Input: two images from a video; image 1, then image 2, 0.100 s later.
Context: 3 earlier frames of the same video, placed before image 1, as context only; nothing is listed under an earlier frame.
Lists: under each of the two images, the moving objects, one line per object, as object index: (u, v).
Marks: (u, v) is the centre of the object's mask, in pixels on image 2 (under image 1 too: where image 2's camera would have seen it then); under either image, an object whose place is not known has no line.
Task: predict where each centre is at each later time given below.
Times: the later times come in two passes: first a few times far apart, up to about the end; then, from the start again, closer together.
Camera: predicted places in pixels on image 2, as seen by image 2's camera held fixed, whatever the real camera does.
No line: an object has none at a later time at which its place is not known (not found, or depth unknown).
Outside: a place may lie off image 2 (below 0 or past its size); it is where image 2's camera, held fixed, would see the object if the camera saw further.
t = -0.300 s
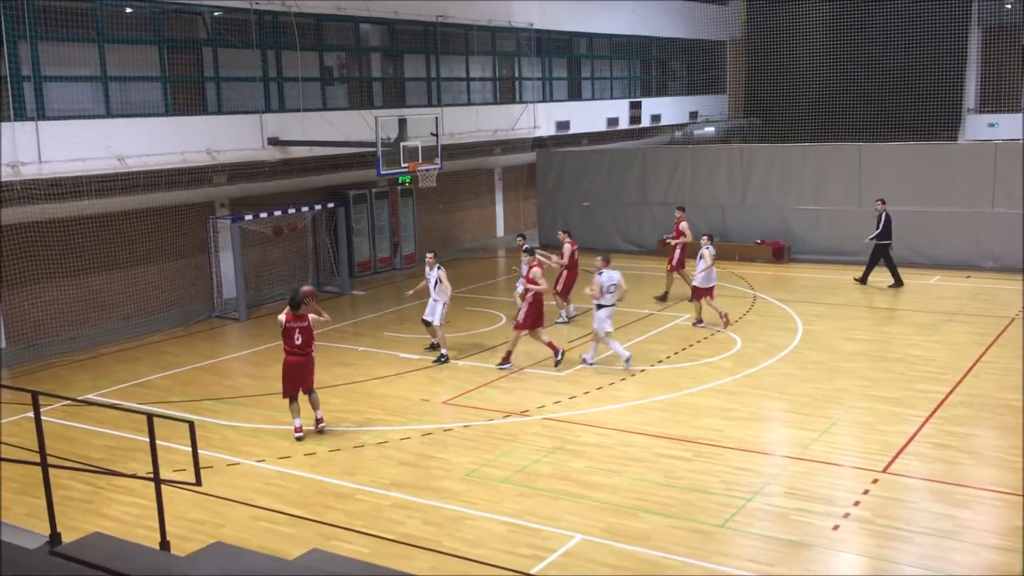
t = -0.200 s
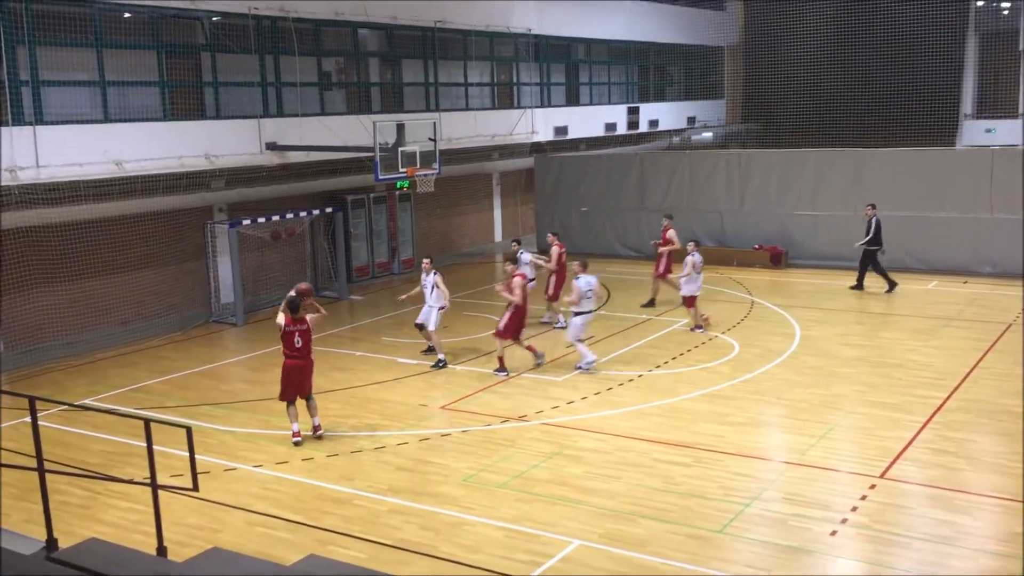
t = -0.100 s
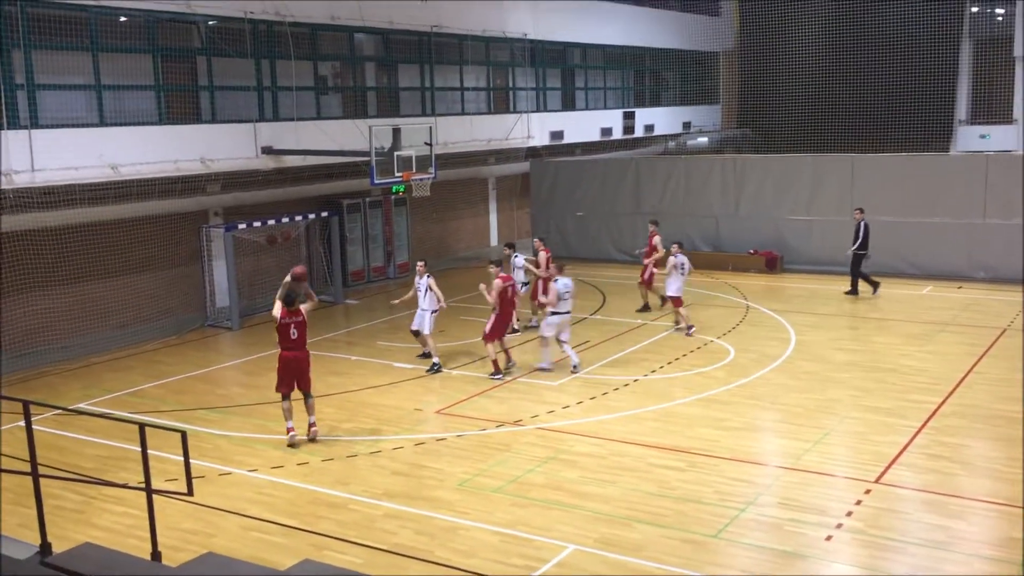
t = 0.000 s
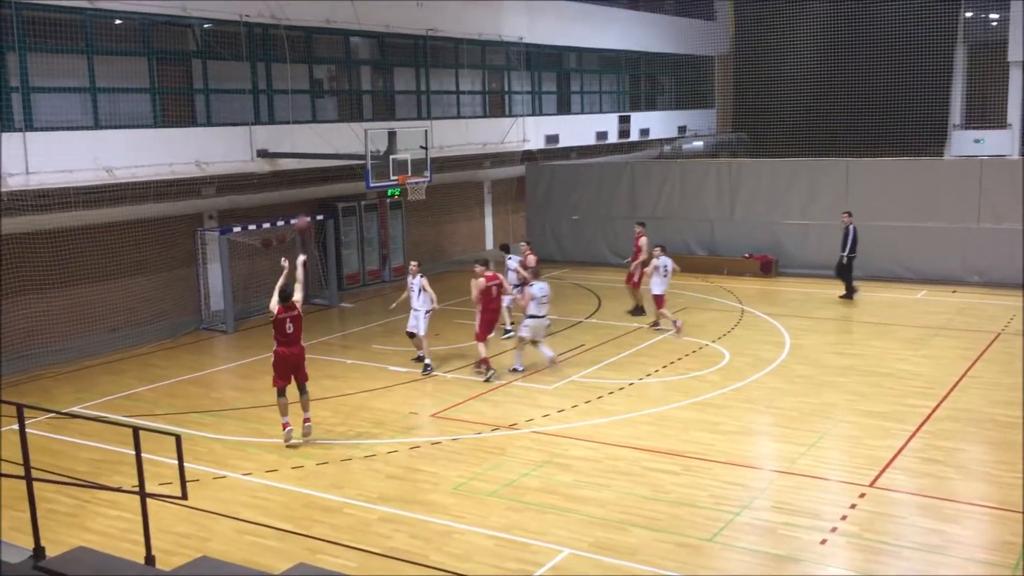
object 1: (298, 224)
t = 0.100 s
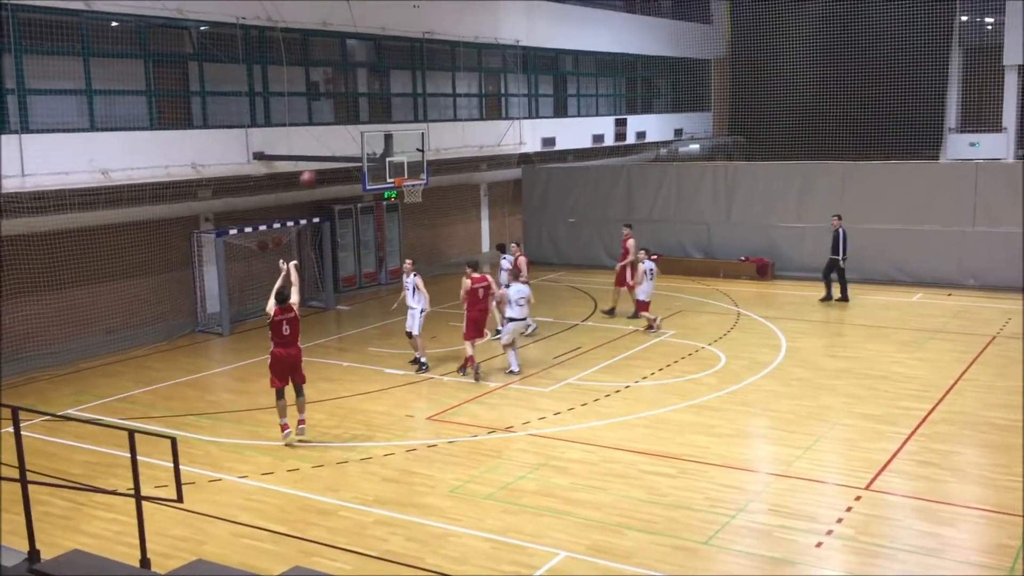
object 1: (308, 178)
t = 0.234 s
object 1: (322, 130)
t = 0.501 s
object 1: (345, 75)
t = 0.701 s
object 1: (364, 68)
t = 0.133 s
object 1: (312, 164)
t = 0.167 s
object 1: (315, 150)
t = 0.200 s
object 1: (318, 142)
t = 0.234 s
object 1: (322, 130)
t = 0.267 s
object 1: (324, 120)
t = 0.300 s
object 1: (327, 111)
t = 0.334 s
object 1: (330, 102)
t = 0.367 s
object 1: (334, 94)
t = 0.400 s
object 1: (336, 88)
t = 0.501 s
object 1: (345, 75)
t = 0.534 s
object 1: (348, 72)
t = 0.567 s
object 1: (352, 69)
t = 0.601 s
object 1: (355, 69)
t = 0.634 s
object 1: (357, 69)
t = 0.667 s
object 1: (361, 67)
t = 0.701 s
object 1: (364, 68)
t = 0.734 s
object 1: (366, 69)
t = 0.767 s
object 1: (369, 69)
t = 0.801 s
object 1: (373, 73)
